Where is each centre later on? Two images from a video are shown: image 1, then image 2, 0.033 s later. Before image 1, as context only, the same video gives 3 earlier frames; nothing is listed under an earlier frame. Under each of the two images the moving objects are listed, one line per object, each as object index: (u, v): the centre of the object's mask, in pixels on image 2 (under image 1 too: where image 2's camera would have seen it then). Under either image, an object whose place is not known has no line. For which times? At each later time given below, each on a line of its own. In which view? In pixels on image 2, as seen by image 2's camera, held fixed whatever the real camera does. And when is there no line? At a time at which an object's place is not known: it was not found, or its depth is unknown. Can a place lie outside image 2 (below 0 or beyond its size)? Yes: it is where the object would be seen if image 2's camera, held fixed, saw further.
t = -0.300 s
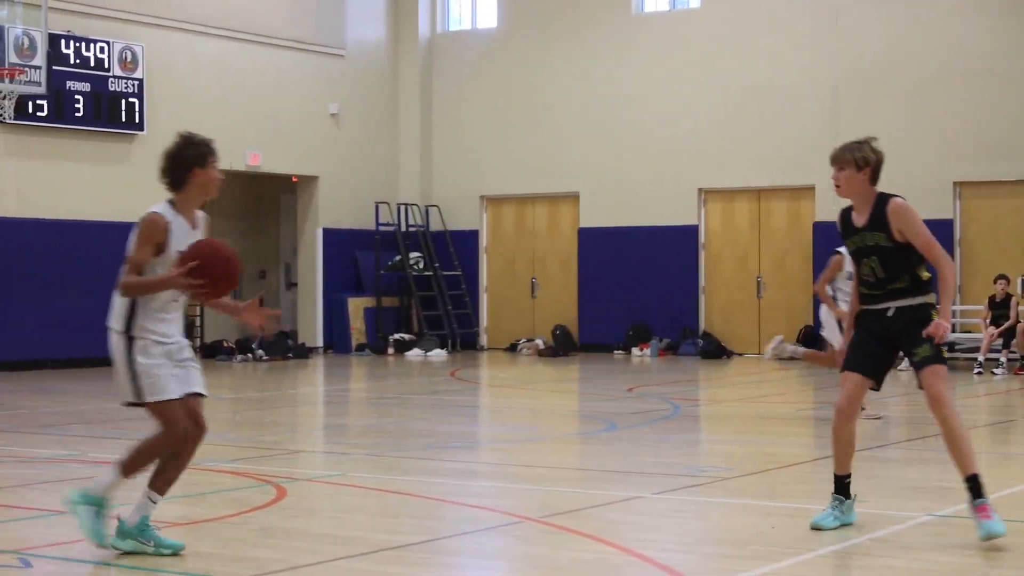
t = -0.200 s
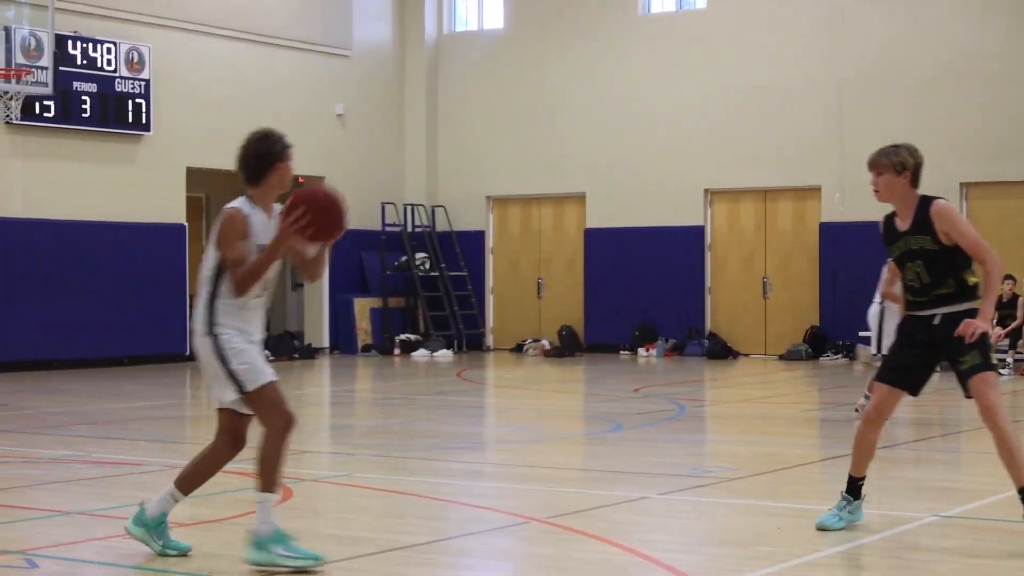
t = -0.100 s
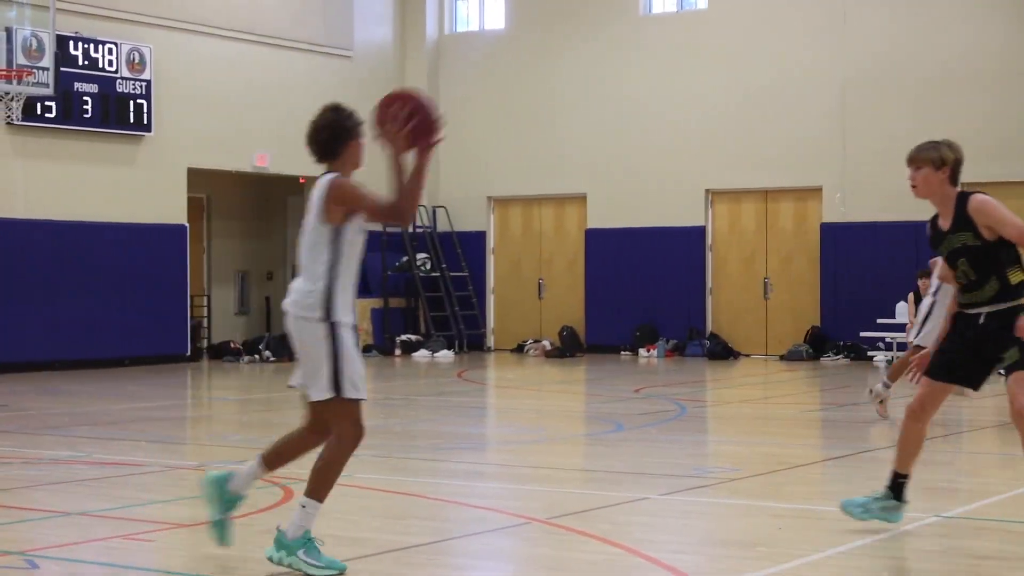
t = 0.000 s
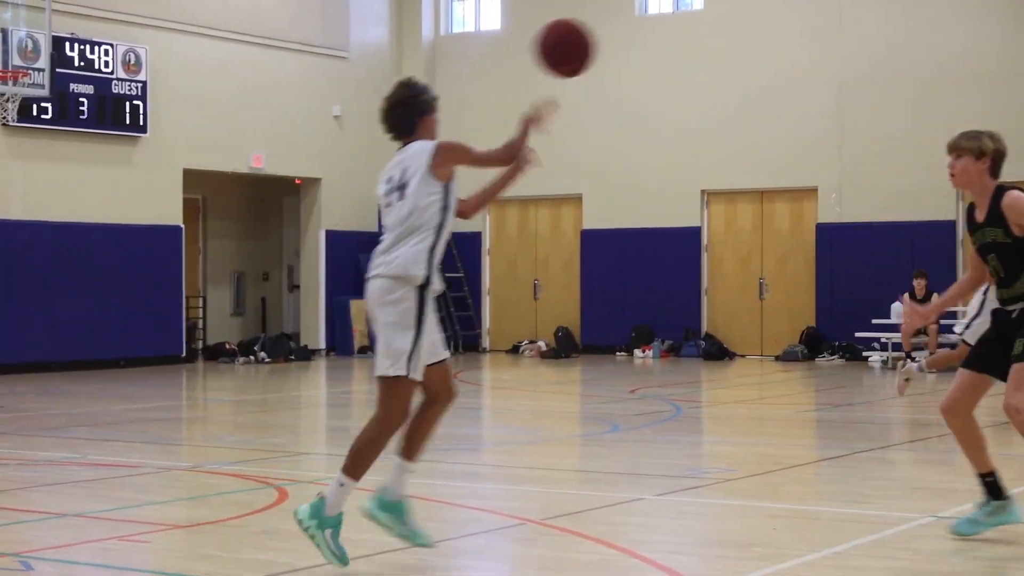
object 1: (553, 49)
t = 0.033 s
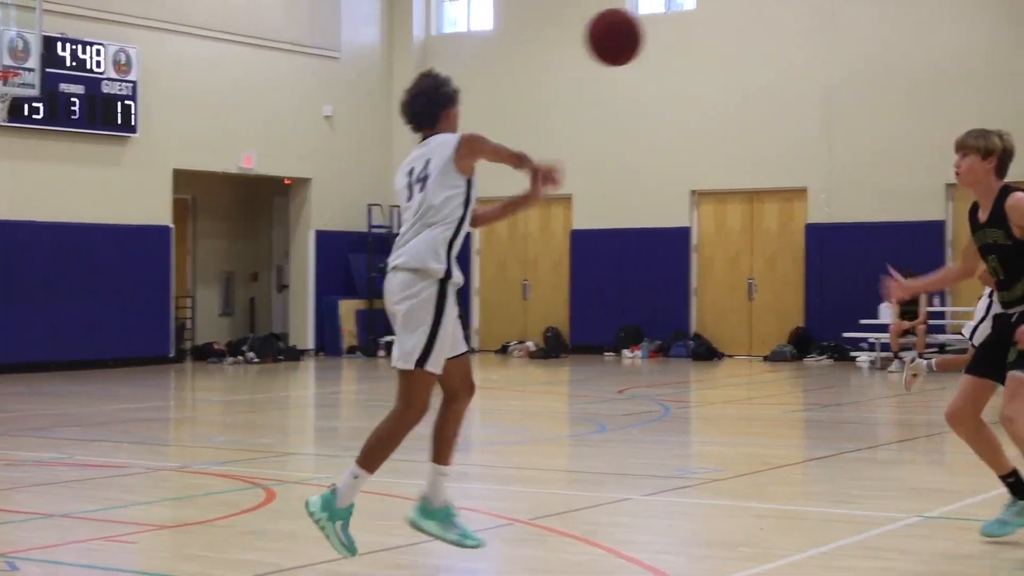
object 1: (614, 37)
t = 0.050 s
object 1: (643, 33)
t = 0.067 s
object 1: (671, 28)
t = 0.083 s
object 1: (698, 24)
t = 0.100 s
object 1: (724, 21)
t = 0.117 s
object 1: (749, 18)
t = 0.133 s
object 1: (776, 16)
